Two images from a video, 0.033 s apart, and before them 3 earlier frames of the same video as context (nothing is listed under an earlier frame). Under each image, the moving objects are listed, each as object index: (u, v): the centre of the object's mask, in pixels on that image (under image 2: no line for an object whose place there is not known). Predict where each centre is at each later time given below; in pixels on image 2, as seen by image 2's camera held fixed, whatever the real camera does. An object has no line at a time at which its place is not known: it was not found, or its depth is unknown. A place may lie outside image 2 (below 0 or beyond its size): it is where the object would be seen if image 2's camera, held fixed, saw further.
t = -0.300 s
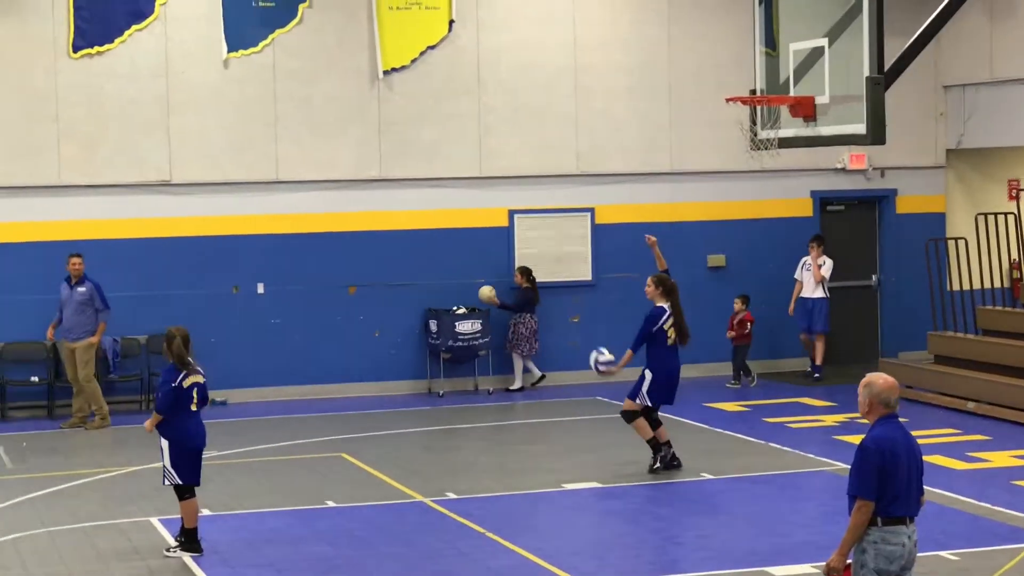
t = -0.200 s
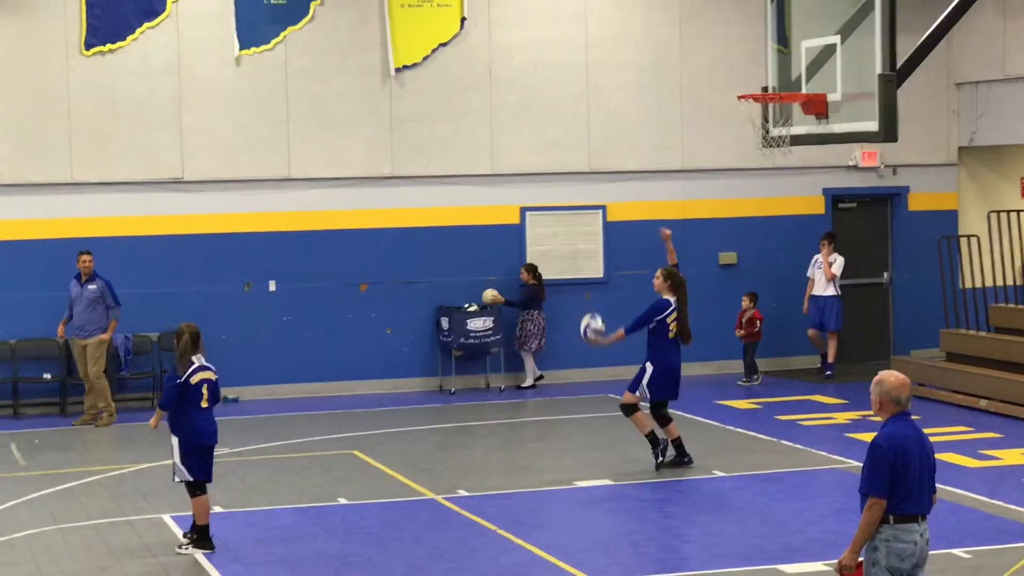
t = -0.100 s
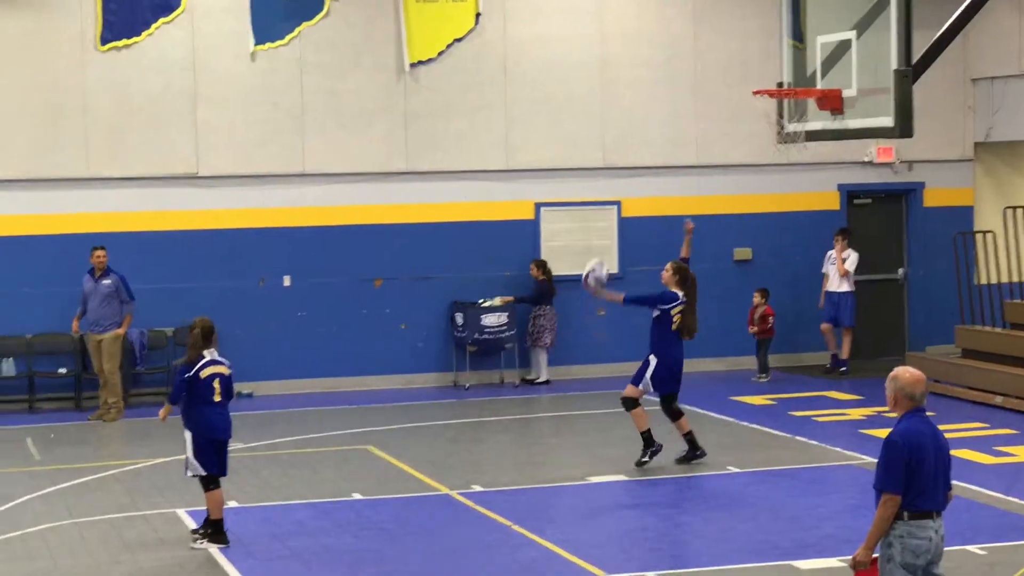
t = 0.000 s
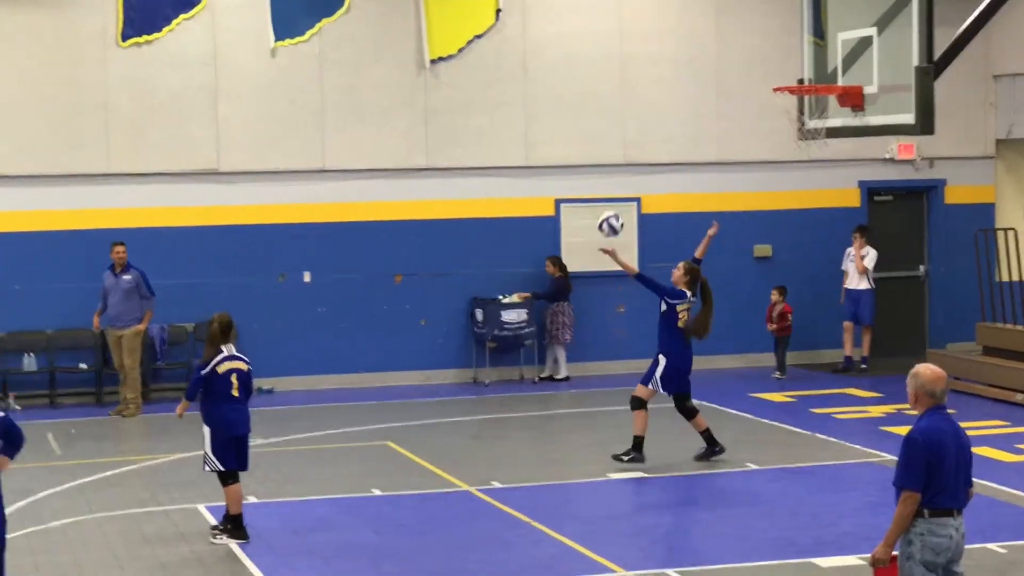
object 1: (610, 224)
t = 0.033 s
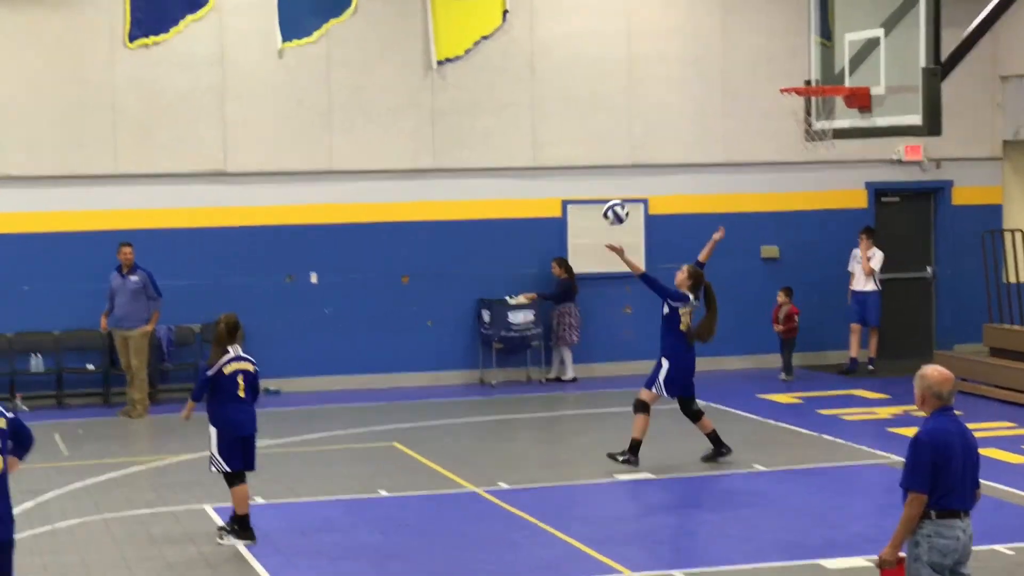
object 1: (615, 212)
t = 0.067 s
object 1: (614, 201)
